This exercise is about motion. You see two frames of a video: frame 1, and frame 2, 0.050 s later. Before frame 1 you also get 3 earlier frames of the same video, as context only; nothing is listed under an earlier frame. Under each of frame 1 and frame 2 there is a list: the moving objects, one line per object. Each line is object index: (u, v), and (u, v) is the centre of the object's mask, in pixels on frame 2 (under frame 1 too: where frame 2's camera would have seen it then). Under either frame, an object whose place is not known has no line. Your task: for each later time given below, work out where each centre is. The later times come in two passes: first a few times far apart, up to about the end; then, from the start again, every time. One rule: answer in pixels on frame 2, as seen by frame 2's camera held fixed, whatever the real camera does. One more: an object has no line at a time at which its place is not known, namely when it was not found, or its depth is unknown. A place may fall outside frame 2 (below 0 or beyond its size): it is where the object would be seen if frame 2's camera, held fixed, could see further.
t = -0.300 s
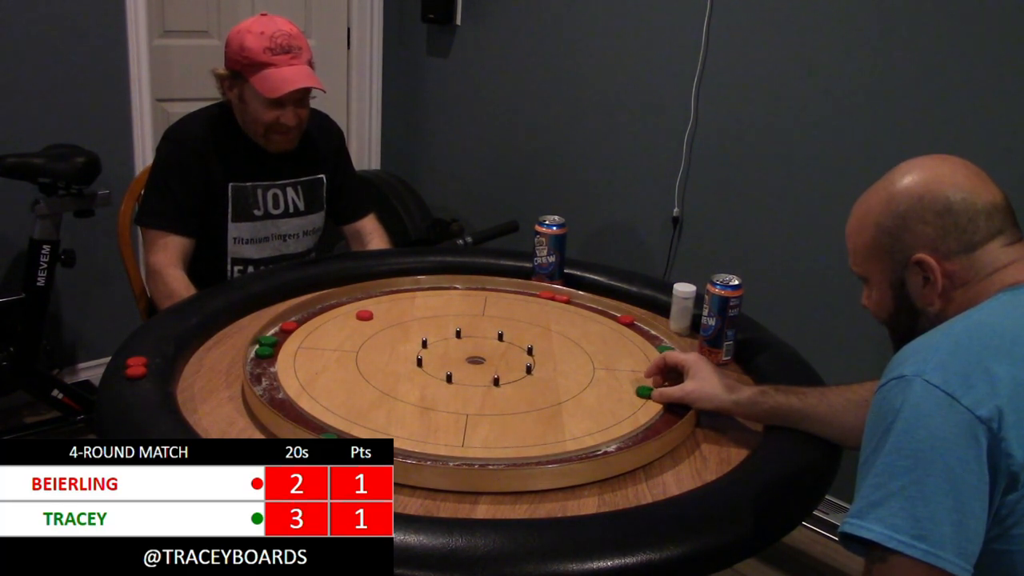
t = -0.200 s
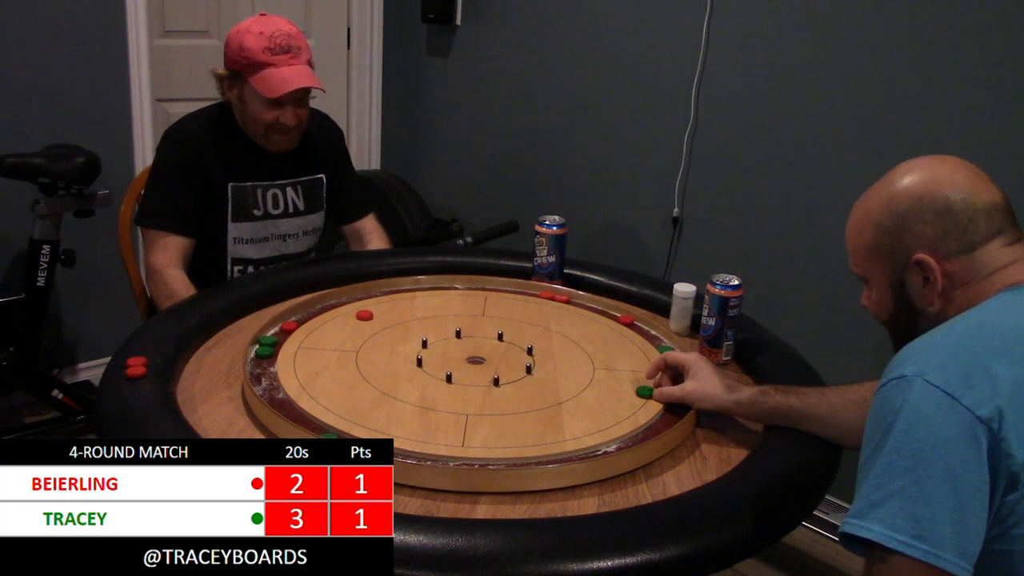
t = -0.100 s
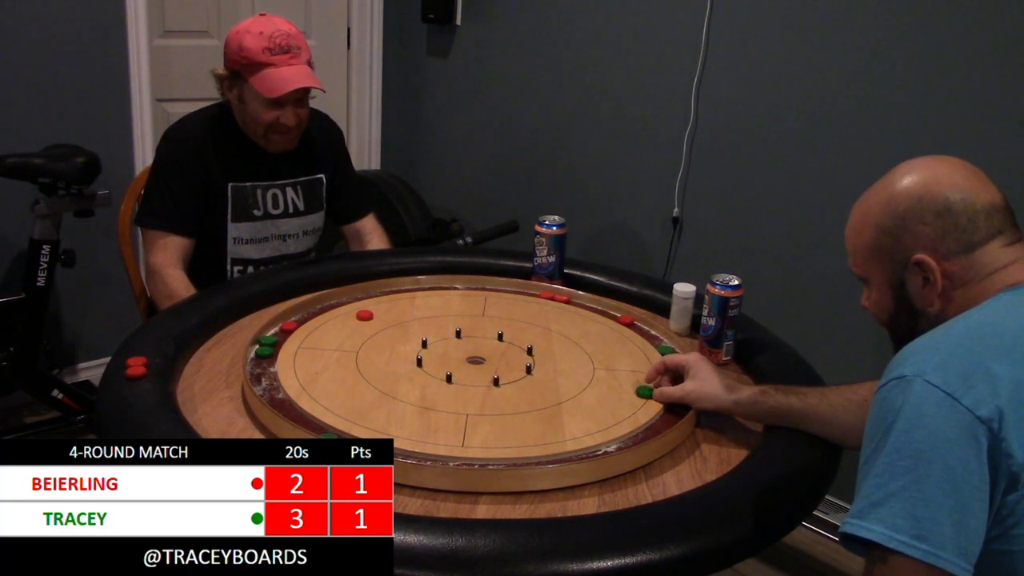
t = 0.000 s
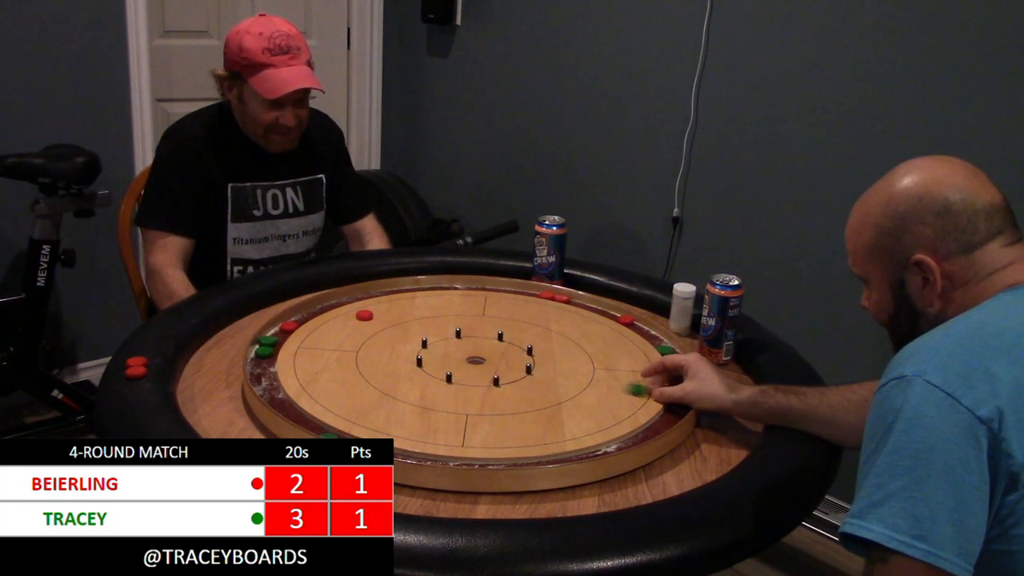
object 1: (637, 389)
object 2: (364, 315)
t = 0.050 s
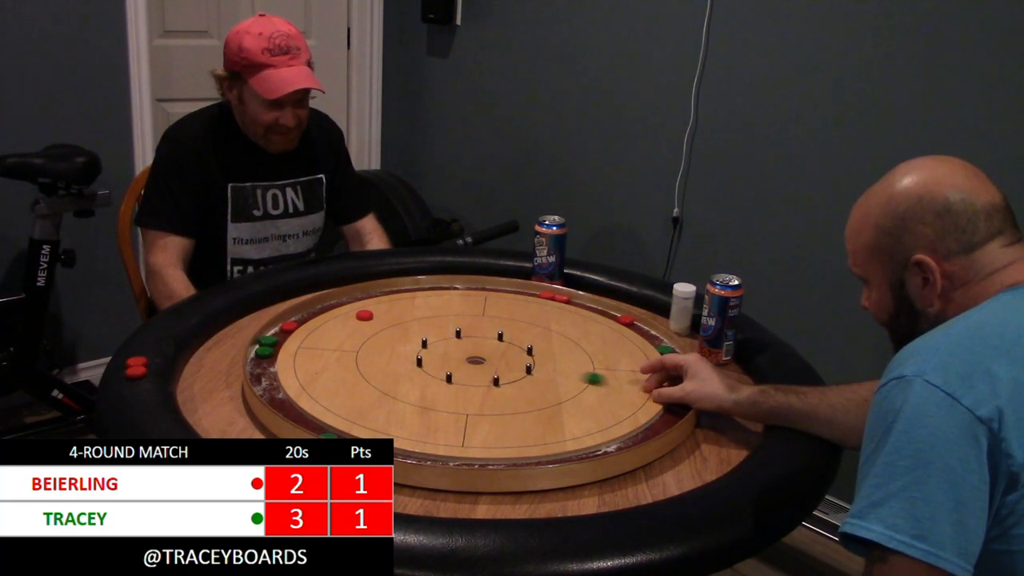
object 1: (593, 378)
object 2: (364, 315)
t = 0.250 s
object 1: (445, 339)
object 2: (364, 315)
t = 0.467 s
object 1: (356, 323)
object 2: (333, 303)
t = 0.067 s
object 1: (579, 375)
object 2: (364, 315)
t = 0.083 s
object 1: (566, 371)
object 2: (364, 315)
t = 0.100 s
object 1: (553, 367)
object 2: (364, 315)
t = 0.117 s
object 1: (541, 364)
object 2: (364, 315)
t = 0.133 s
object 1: (528, 361)
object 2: (364, 315)
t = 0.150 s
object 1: (515, 358)
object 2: (364, 315)
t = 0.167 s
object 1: (503, 355)
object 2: (364, 315)
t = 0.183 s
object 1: (491, 352)
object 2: (364, 315)
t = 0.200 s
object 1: (480, 348)
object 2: (364, 315)
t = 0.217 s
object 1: (468, 345)
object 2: (364, 315)
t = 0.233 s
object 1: (457, 343)
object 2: (364, 315)
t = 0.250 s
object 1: (445, 339)
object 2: (364, 315)
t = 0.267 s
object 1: (436, 337)
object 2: (364, 315)
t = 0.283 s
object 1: (425, 333)
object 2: (364, 315)
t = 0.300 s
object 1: (415, 331)
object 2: (364, 314)
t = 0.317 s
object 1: (406, 329)
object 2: (364, 314)
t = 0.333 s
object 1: (396, 326)
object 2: (364, 314)
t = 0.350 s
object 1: (387, 324)
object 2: (364, 314)
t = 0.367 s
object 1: (378, 322)
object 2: (364, 314)
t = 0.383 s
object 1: (372, 321)
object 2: (361, 313)
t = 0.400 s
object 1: (369, 321)
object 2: (356, 311)
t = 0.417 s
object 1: (365, 322)
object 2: (351, 308)
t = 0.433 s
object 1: (362, 322)
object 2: (345, 305)
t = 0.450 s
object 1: (359, 322)
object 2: (341, 303)
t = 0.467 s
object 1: (356, 323)
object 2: (333, 303)
